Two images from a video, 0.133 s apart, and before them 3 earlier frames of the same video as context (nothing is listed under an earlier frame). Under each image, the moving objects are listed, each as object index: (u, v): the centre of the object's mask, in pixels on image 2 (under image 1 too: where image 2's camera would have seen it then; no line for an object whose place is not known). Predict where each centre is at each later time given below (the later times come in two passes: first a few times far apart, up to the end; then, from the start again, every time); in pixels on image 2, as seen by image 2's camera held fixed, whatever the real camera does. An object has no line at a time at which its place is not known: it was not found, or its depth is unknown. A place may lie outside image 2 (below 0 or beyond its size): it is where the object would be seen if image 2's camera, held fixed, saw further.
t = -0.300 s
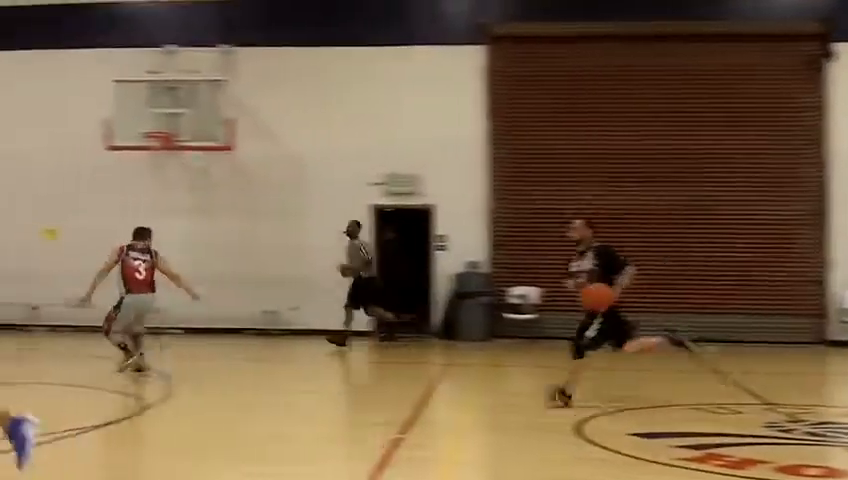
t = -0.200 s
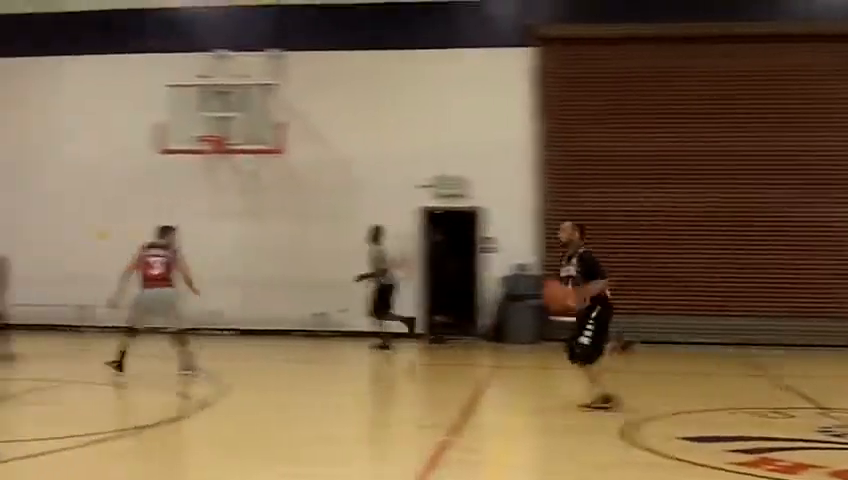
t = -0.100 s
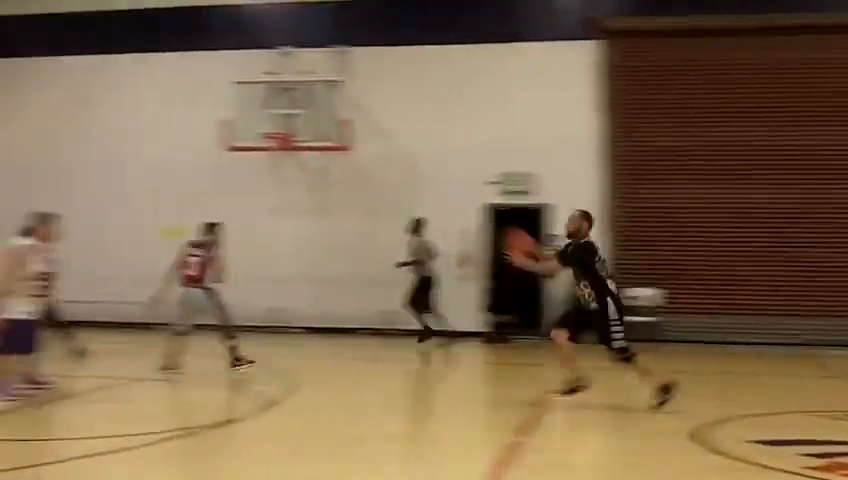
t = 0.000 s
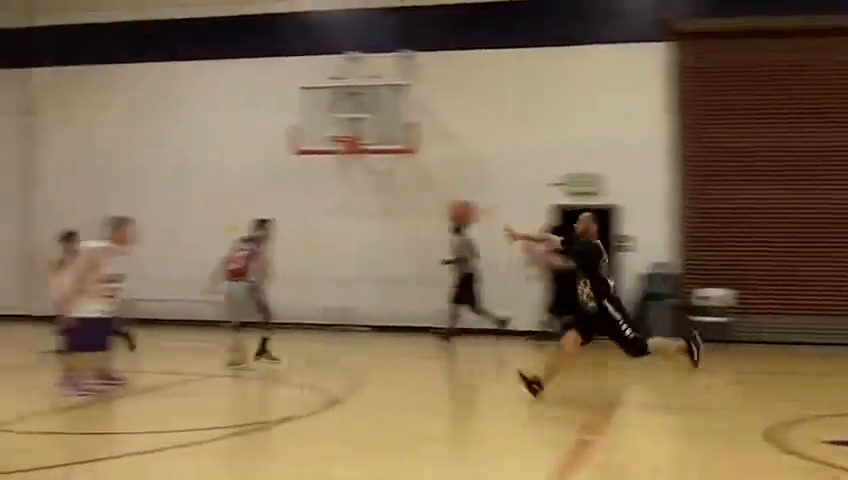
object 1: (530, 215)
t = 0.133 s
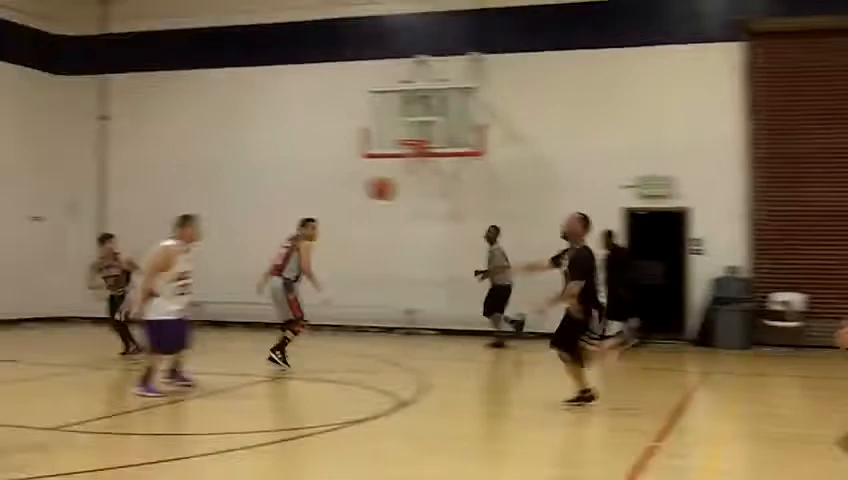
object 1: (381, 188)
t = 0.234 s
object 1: (284, 181)
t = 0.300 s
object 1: (225, 182)
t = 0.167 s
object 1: (348, 184)
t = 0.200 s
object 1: (316, 182)
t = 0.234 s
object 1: (284, 181)
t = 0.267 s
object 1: (255, 180)
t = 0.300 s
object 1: (225, 182)
